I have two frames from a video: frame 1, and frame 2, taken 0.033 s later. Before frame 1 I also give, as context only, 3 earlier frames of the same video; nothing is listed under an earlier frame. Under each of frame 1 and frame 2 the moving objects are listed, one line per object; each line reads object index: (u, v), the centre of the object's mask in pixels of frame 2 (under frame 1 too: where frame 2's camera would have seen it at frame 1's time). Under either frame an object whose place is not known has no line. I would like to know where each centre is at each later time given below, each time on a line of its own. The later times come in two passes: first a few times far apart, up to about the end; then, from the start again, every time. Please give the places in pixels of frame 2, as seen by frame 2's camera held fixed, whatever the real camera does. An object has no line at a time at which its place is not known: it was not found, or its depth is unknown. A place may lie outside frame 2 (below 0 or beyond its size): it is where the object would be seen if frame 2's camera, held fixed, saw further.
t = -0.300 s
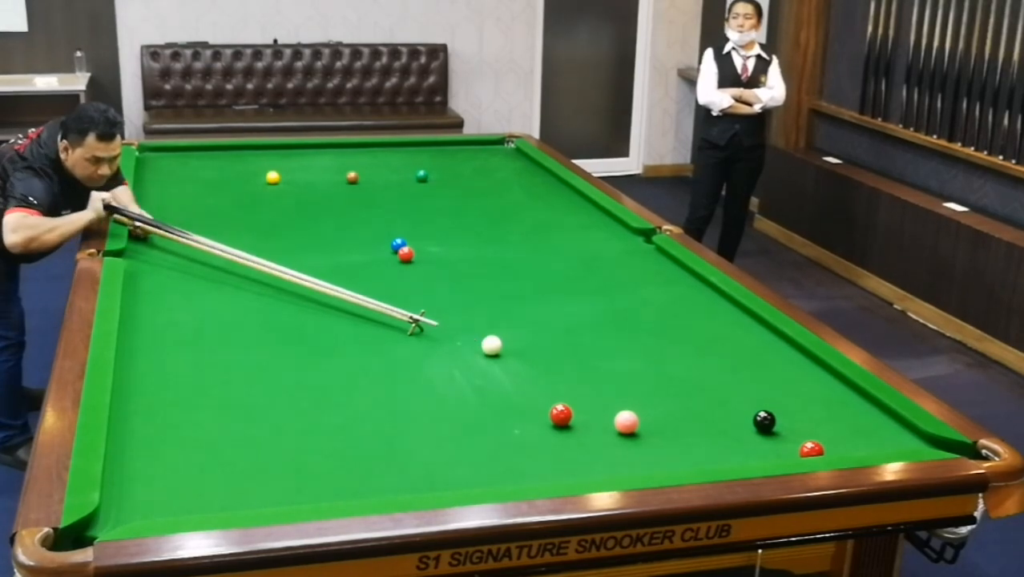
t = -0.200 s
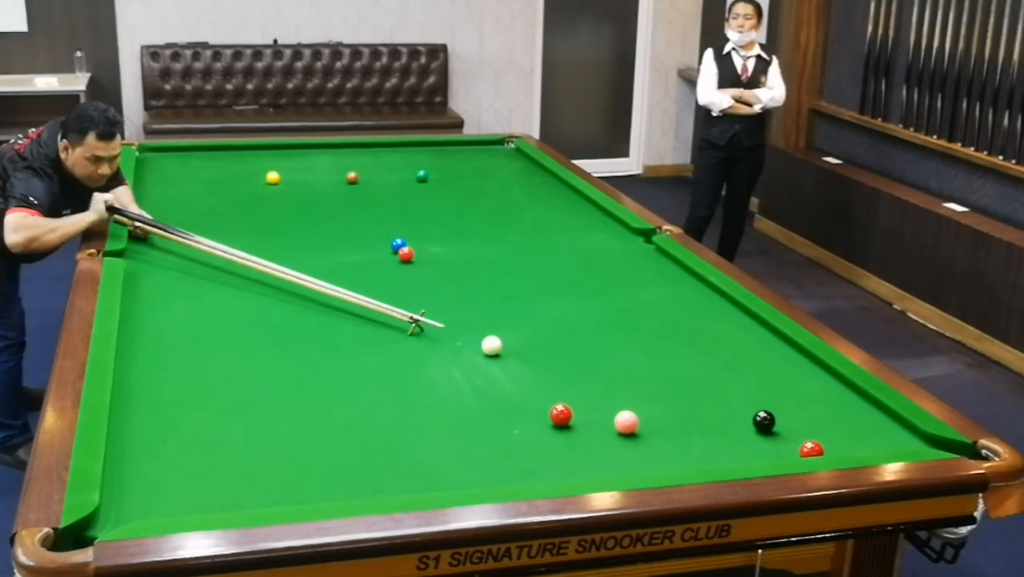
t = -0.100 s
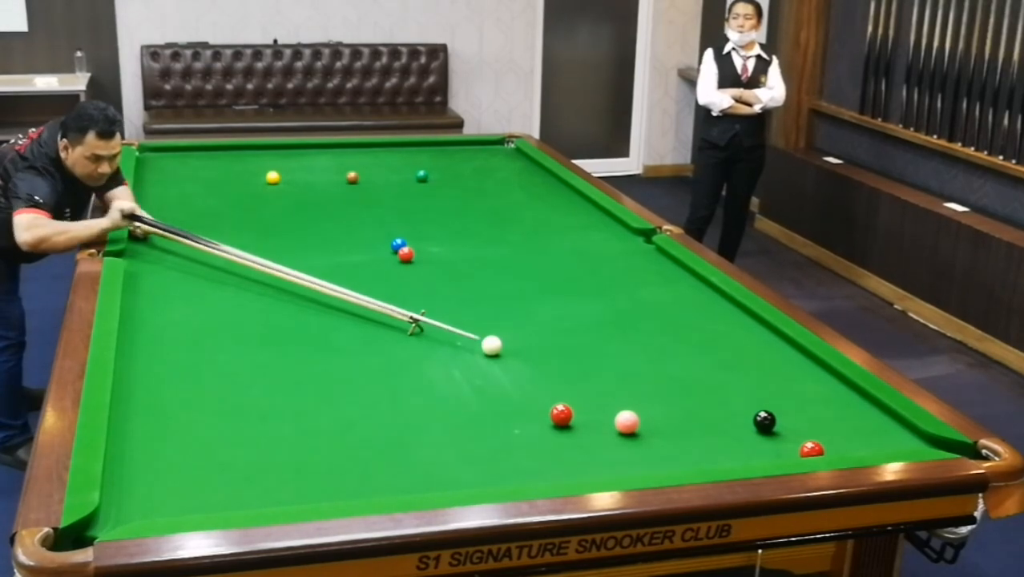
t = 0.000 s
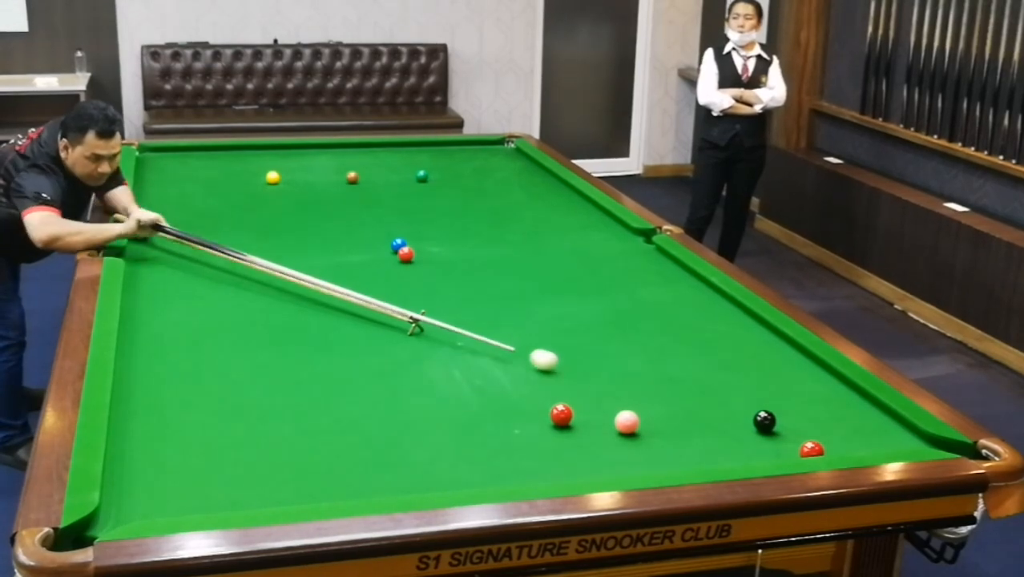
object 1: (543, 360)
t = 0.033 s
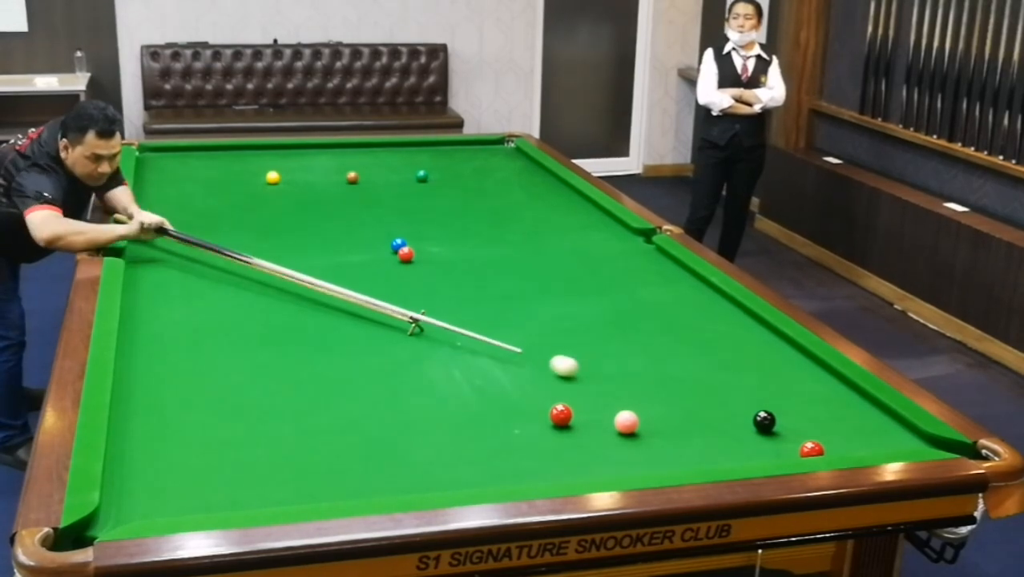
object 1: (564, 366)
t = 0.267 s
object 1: (709, 408)
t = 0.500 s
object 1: (755, 437)
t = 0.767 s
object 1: (772, 449)
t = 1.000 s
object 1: (752, 432)
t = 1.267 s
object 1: (731, 414)
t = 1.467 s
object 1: (716, 402)
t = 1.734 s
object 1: (700, 387)
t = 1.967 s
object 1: (687, 375)
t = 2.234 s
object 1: (674, 364)
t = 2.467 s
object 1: (664, 355)
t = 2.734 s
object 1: (653, 346)
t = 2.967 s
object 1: (645, 339)
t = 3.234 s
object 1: (635, 332)
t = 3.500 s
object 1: (628, 327)
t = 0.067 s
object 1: (584, 372)
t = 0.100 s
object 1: (603, 377)
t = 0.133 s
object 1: (624, 383)
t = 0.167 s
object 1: (645, 389)
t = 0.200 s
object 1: (666, 395)
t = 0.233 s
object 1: (687, 401)
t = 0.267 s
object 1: (709, 408)
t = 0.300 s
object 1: (732, 414)
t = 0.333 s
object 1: (741, 419)
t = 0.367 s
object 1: (741, 422)
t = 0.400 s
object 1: (742, 426)
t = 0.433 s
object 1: (745, 429)
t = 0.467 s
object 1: (750, 433)
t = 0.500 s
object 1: (755, 437)
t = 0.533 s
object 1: (760, 441)
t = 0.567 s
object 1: (765, 445)
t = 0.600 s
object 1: (770, 448)
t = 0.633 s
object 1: (775, 451)
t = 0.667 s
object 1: (780, 454)
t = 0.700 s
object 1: (779, 453)
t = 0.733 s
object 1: (775, 451)
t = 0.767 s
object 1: (772, 449)
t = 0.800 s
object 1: (769, 447)
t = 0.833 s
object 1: (766, 445)
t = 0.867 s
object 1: (763, 442)
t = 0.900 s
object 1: (760, 440)
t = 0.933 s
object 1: (757, 437)
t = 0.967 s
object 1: (754, 435)
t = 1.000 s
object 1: (752, 432)
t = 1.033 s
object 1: (749, 430)
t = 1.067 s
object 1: (746, 427)
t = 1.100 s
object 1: (743, 425)
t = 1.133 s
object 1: (741, 423)
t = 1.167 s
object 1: (738, 420)
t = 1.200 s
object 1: (736, 418)
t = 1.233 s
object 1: (733, 416)
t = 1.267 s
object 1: (731, 414)
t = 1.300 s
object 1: (728, 412)
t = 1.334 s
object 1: (726, 410)
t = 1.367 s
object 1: (723, 407)
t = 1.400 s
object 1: (721, 405)
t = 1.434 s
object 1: (719, 404)
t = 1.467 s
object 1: (716, 402)
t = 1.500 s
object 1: (714, 399)
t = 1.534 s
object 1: (712, 398)
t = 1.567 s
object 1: (710, 396)
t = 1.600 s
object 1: (708, 394)
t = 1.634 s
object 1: (706, 392)
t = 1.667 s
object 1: (704, 390)
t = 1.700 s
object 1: (702, 389)
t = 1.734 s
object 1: (700, 387)
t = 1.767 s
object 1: (698, 385)
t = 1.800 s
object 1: (696, 383)
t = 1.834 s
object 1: (694, 382)
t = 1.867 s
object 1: (692, 380)
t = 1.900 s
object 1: (691, 379)
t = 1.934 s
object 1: (689, 377)
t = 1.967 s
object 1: (687, 375)
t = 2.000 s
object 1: (685, 374)
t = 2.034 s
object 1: (684, 373)
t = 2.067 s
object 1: (682, 371)
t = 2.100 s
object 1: (680, 370)
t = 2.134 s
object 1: (679, 368)
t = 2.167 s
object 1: (677, 367)
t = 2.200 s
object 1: (676, 365)
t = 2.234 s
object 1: (674, 364)
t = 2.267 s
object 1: (673, 363)
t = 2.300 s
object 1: (671, 361)
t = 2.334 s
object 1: (670, 360)
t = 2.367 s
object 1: (668, 359)
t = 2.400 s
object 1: (667, 358)
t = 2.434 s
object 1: (665, 356)
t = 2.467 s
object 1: (664, 355)
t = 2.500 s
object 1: (662, 354)
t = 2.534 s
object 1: (661, 353)
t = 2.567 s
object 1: (660, 352)
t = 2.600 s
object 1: (658, 351)
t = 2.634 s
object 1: (657, 350)
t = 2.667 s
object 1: (655, 348)
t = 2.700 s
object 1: (654, 347)
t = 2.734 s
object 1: (653, 346)
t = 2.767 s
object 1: (652, 345)
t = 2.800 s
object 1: (650, 344)
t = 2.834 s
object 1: (649, 343)
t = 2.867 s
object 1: (648, 342)
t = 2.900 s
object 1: (647, 341)
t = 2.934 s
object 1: (646, 340)
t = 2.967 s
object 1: (645, 339)
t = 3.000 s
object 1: (643, 338)
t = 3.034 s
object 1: (642, 337)
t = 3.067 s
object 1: (641, 336)
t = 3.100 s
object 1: (640, 336)
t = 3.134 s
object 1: (639, 335)
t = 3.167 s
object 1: (638, 334)
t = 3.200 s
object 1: (637, 333)
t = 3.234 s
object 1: (635, 332)
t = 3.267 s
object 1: (635, 332)
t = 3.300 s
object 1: (634, 331)
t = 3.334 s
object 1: (633, 330)
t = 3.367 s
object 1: (632, 329)
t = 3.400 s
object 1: (631, 329)
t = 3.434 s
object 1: (630, 328)
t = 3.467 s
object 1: (629, 327)
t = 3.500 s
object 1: (628, 327)
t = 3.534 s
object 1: (627, 326)
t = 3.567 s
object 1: (626, 325)
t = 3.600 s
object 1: (625, 325)
